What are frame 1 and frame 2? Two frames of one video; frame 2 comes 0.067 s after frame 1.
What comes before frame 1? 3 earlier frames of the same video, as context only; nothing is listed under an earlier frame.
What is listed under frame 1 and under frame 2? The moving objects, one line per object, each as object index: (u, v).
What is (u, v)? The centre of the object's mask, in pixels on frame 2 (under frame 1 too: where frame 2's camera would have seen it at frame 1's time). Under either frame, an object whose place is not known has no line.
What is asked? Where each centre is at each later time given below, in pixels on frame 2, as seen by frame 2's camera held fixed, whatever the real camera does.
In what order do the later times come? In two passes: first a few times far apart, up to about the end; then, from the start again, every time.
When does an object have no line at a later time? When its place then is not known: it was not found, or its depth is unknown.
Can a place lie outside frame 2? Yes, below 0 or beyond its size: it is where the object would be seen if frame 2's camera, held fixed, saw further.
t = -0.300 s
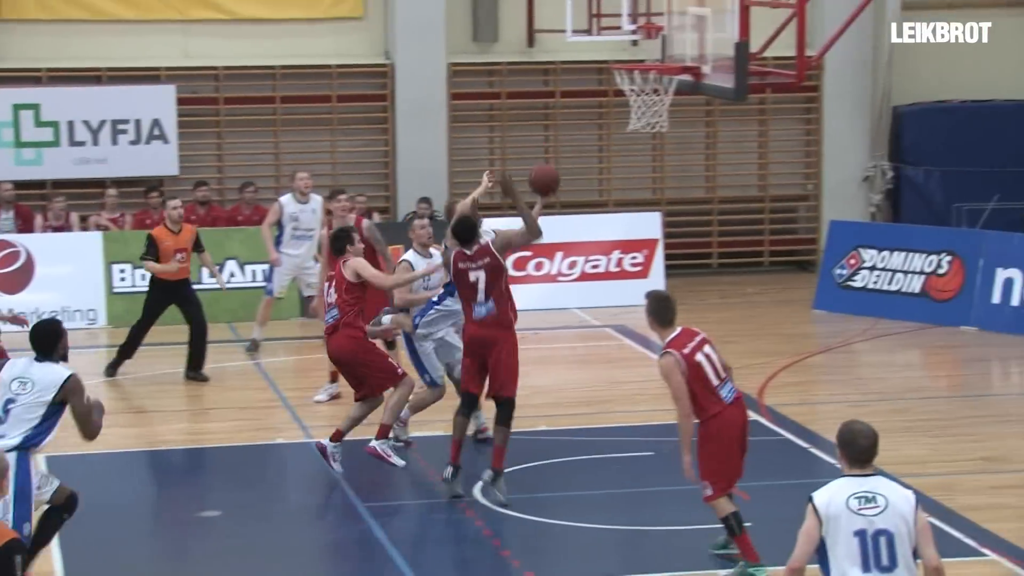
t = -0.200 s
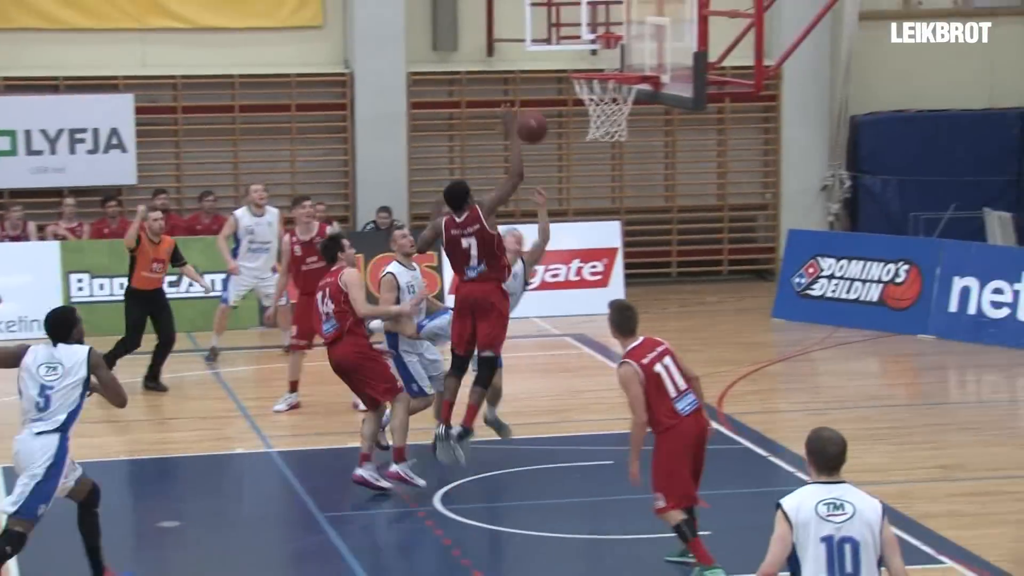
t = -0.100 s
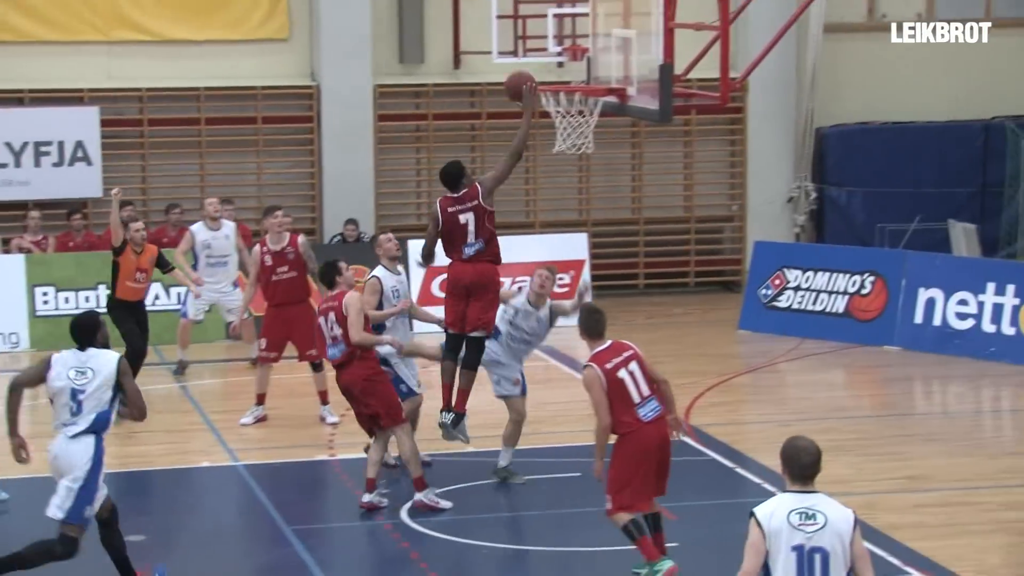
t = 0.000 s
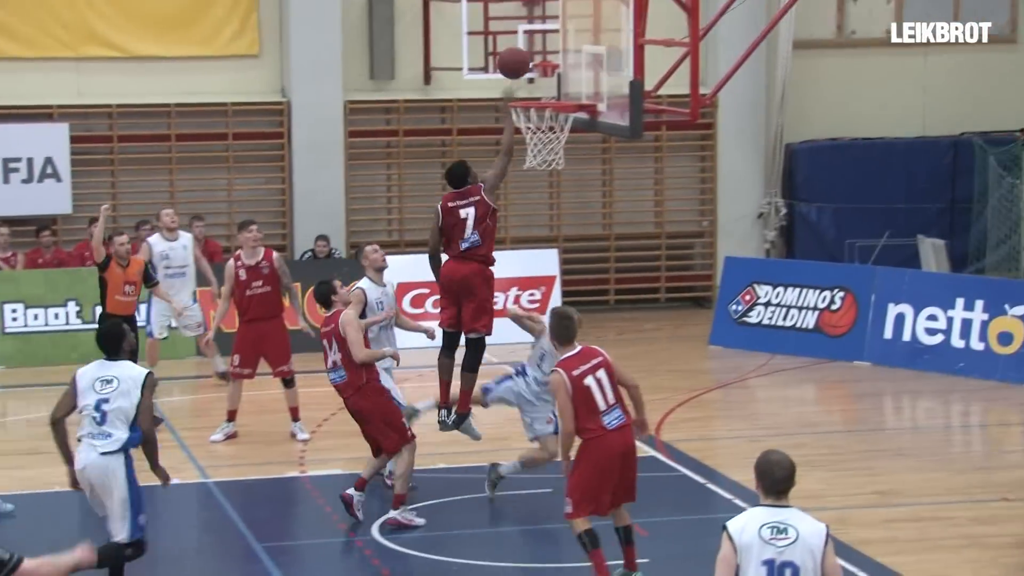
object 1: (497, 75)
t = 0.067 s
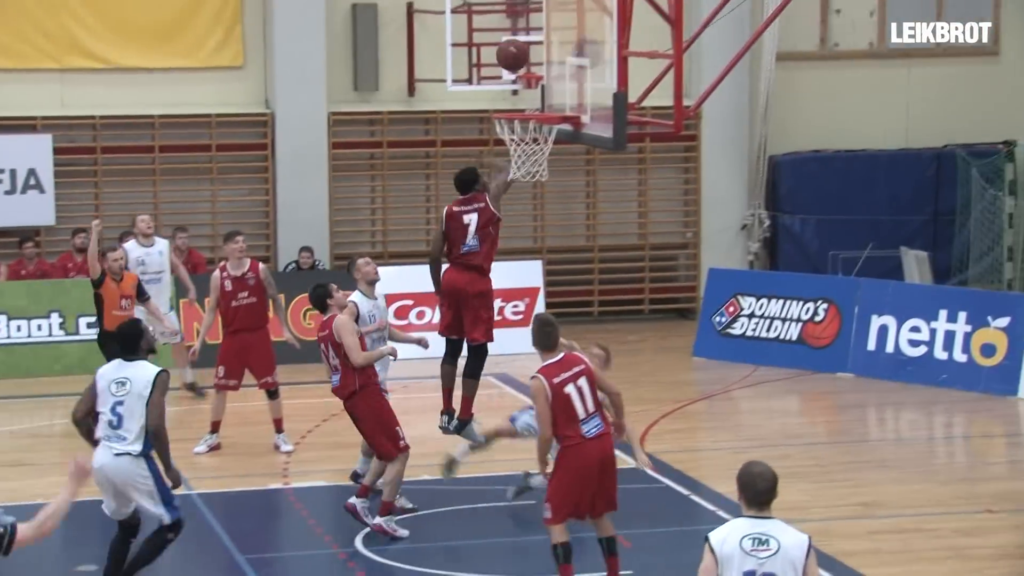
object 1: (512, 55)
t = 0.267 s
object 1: (527, 24)
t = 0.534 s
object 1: (491, 55)
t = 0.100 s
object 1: (520, 47)
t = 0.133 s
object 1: (527, 41)
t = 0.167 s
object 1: (535, 37)
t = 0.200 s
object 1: (537, 32)
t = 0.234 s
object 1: (532, 27)
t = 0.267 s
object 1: (527, 24)
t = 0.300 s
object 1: (523, 23)
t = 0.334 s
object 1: (519, 23)
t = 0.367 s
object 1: (514, 24)
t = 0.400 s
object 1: (509, 28)
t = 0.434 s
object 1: (504, 33)
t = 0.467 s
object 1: (500, 38)
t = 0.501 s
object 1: (495, 46)
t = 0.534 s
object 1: (491, 55)
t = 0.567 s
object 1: (487, 67)
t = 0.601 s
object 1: (482, 79)
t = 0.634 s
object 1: (477, 92)
